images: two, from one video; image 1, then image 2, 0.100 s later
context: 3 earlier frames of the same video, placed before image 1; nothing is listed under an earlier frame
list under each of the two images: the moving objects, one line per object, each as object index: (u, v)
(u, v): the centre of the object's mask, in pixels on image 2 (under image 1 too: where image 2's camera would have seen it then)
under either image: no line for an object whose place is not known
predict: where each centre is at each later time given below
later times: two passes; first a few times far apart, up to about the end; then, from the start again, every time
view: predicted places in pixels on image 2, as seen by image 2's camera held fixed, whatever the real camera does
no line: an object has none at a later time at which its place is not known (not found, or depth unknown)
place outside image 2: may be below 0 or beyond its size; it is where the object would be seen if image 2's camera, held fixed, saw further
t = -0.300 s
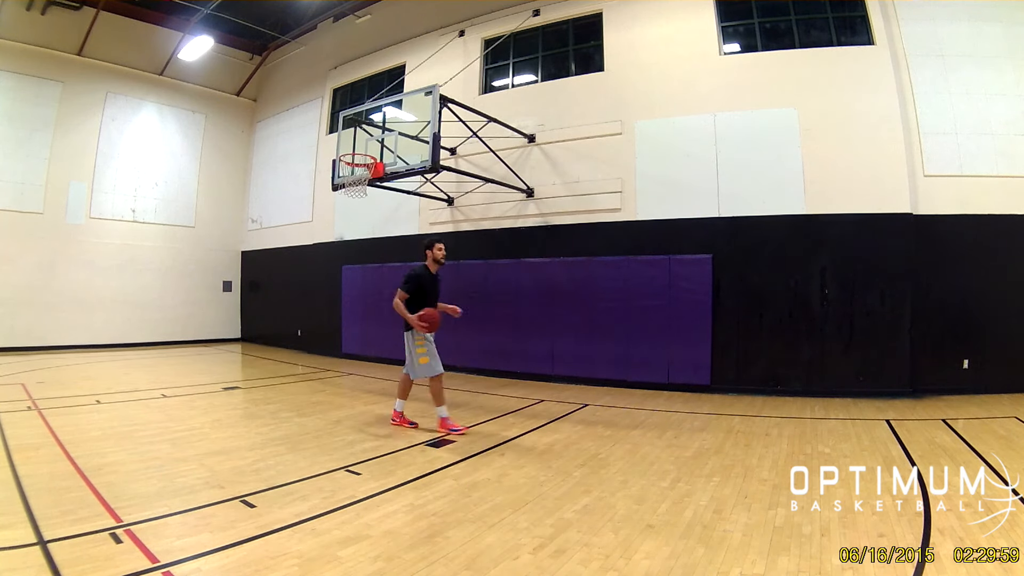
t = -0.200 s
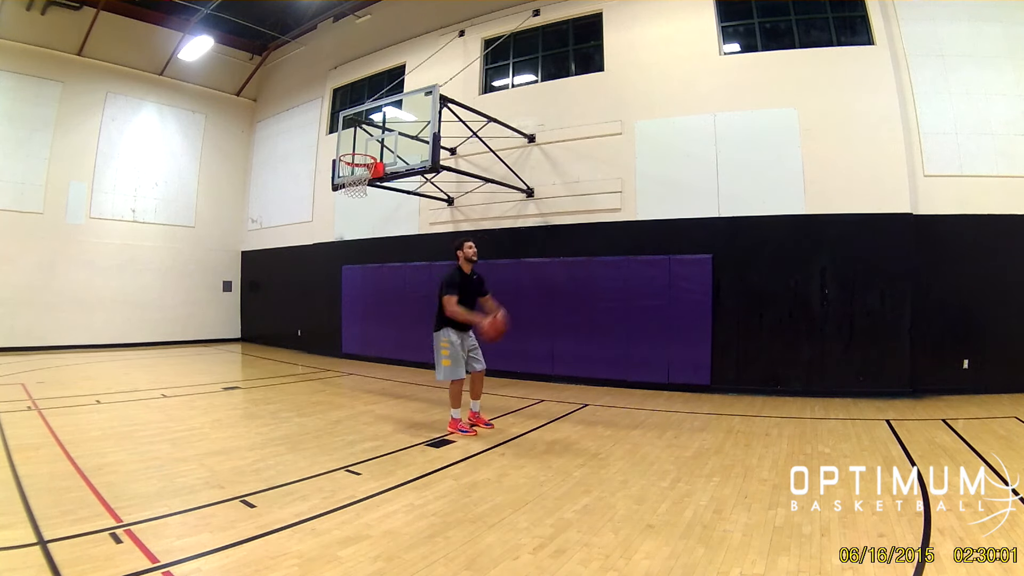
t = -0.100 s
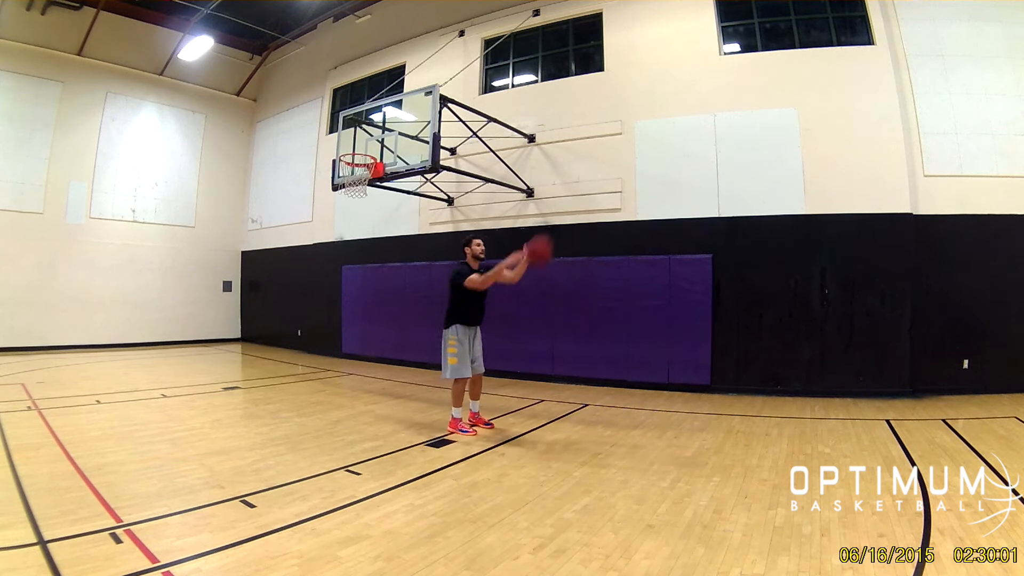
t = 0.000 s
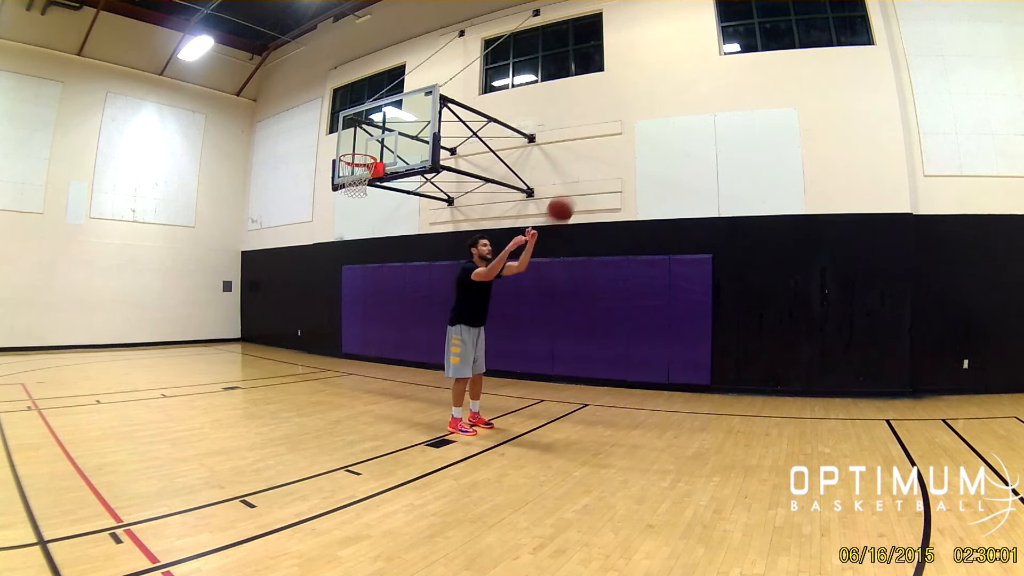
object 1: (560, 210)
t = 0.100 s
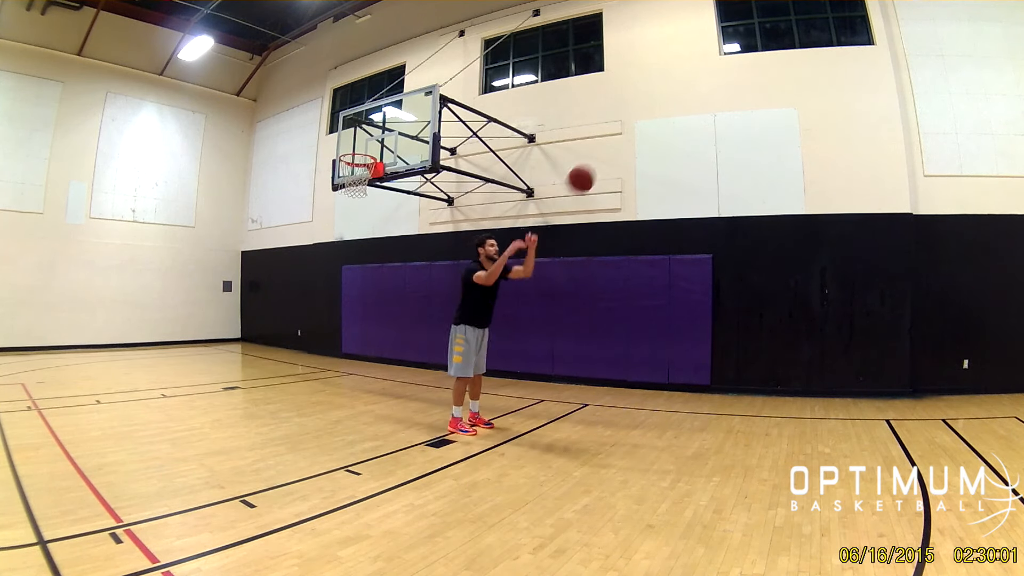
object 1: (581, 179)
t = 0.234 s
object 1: (609, 154)
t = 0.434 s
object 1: (651, 153)
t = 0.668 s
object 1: (709, 215)
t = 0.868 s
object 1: (758, 321)
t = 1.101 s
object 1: (798, 433)
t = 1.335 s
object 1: (801, 326)
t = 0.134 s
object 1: (588, 171)
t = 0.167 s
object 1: (595, 164)
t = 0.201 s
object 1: (601, 159)
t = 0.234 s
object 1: (609, 154)
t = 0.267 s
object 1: (616, 151)
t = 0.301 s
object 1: (623, 149)
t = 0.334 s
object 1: (630, 149)
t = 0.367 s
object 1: (637, 149)
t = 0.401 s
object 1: (645, 151)
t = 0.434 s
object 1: (651, 153)
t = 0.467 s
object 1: (659, 158)
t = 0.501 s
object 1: (667, 163)
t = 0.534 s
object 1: (675, 170)
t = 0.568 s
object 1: (683, 179)
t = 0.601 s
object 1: (691, 188)
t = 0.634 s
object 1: (699, 199)
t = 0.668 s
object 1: (709, 215)
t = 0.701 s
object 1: (717, 229)
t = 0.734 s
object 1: (725, 243)
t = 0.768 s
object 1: (733, 260)
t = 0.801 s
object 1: (741, 280)
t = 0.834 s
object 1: (749, 300)
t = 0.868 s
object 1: (758, 321)
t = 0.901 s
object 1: (765, 345)
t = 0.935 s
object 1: (773, 368)
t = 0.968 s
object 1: (779, 388)
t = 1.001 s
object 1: (786, 417)
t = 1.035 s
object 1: (792, 444)
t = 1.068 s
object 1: (796, 451)
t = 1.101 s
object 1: (798, 433)
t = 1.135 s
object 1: (799, 412)
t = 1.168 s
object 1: (800, 393)
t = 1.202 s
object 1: (800, 378)
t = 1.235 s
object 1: (801, 364)
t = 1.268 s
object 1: (801, 350)
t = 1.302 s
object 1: (801, 337)
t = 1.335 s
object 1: (801, 326)
